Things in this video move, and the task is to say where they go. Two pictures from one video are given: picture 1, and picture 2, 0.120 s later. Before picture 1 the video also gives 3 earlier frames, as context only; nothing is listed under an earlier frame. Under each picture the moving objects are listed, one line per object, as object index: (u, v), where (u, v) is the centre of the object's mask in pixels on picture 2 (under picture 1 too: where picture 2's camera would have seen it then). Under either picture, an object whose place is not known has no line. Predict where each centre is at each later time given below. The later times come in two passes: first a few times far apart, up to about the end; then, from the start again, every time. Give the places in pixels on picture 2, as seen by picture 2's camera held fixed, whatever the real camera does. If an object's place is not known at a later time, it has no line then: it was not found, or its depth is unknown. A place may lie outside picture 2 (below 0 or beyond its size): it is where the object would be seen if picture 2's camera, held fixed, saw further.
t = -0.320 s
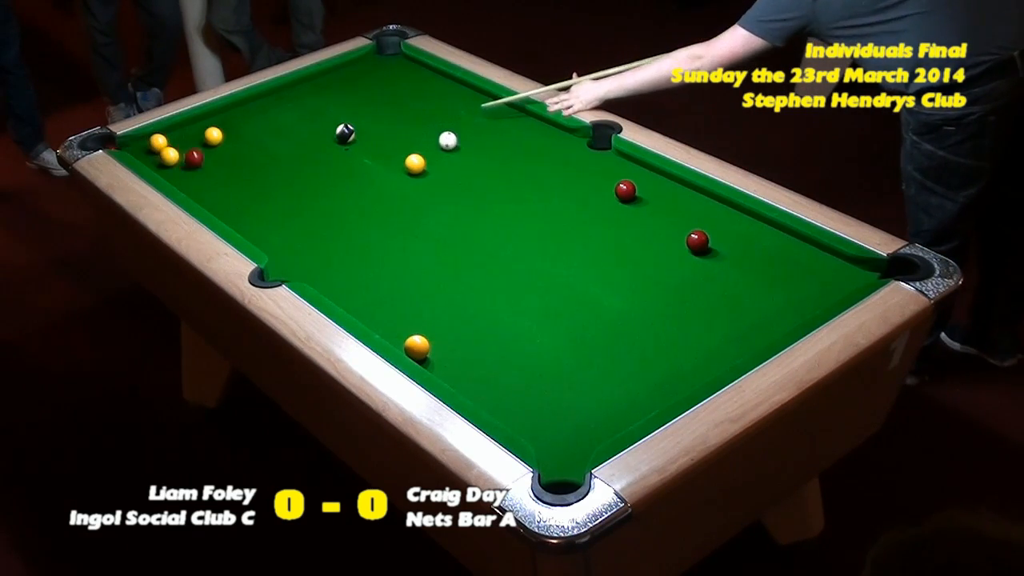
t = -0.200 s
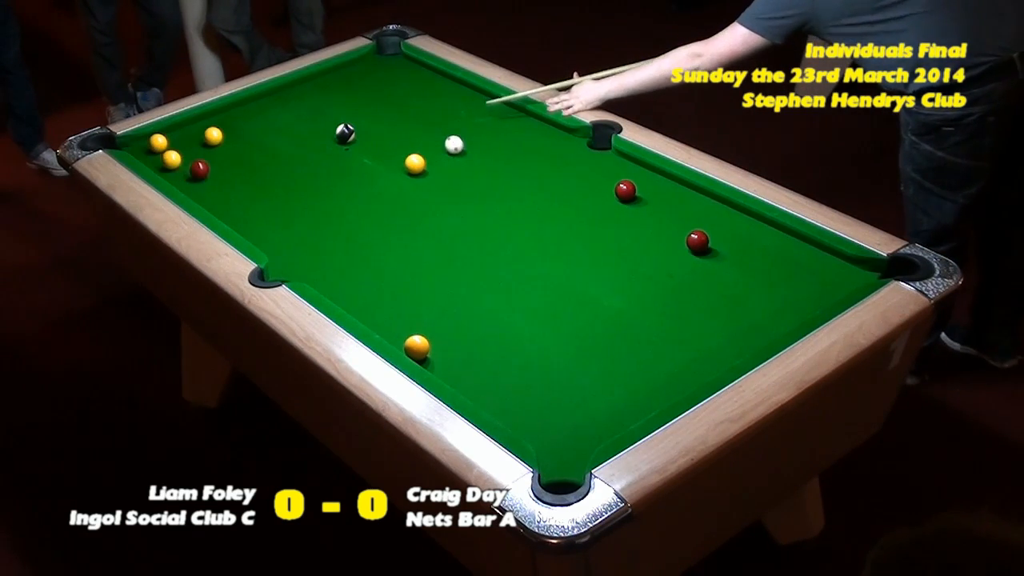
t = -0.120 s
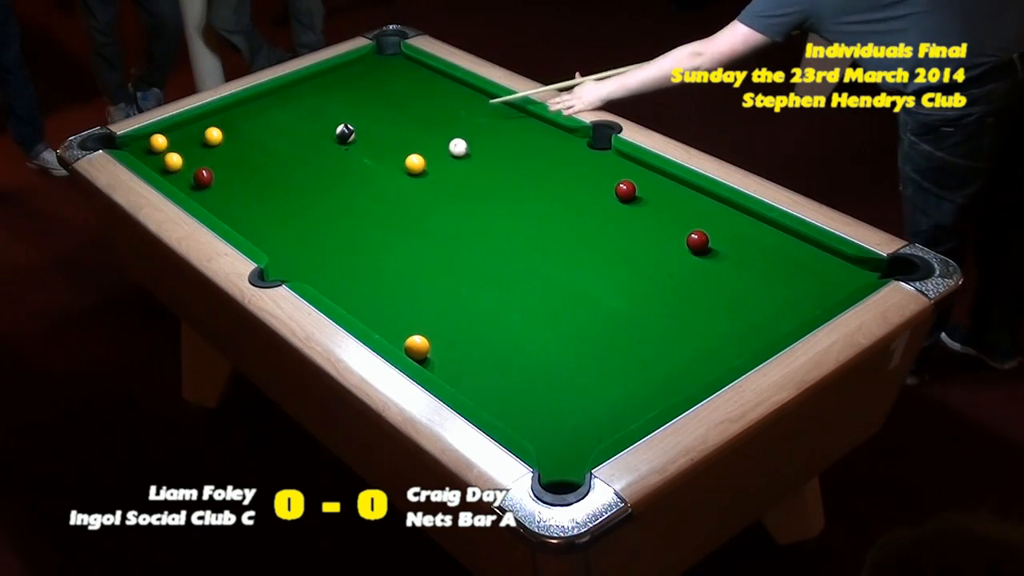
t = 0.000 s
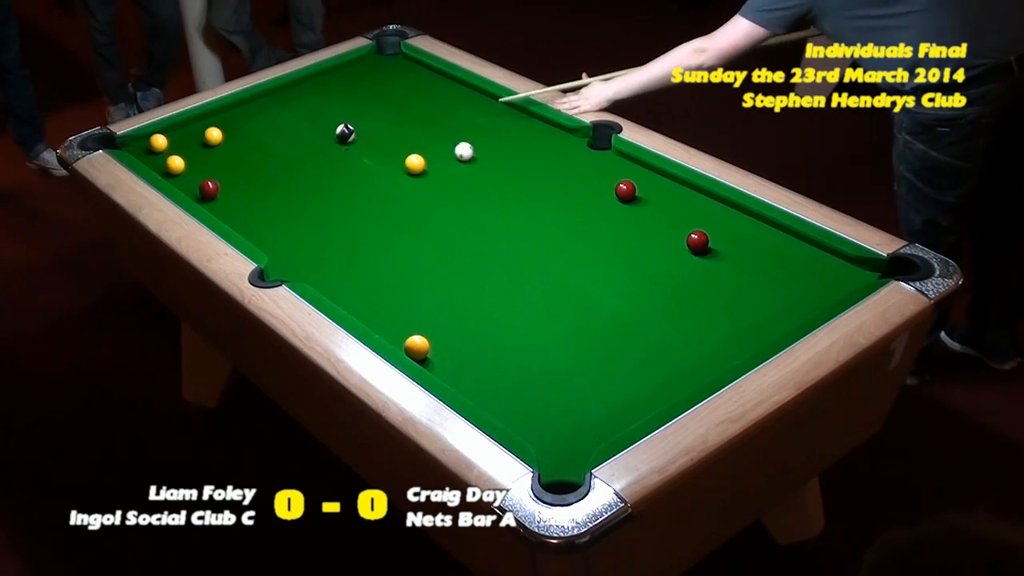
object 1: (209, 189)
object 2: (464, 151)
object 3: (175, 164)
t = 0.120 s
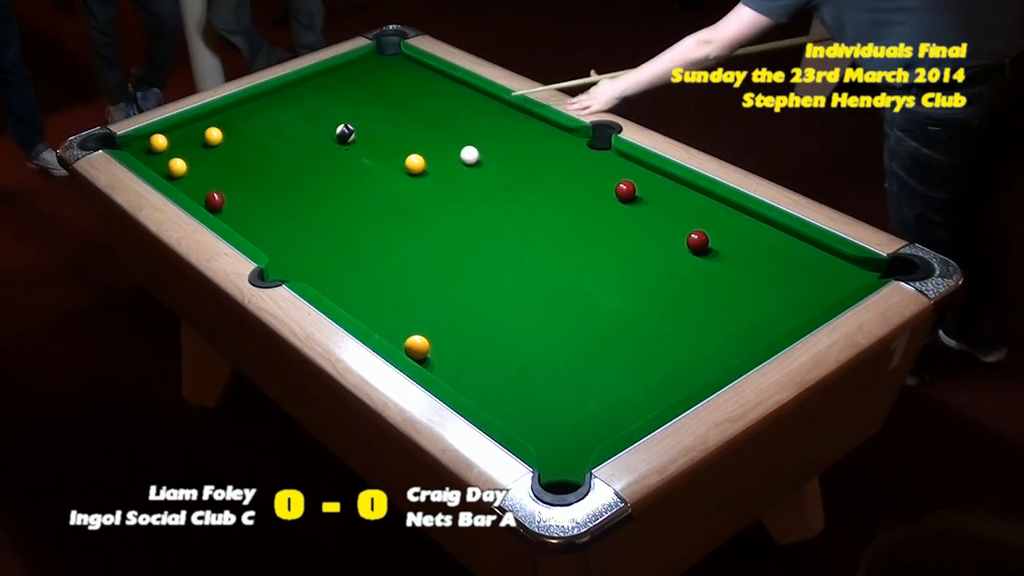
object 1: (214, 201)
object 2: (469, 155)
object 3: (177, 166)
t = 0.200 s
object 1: (219, 207)
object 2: (473, 157)
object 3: (178, 168)
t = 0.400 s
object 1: (242, 222)
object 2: (482, 163)
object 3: (181, 172)
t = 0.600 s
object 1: (271, 235)
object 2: (489, 168)
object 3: (183, 176)
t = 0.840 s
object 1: (305, 249)
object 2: (497, 174)
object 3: (184, 179)
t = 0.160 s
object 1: (217, 204)
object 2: (471, 156)
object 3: (178, 167)
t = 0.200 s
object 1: (219, 207)
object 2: (473, 157)
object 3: (178, 168)
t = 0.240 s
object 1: (221, 211)
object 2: (475, 158)
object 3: (179, 169)
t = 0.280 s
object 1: (226, 214)
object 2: (476, 159)
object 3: (179, 170)
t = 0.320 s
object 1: (231, 217)
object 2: (478, 161)
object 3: (180, 171)
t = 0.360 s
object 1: (236, 220)
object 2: (480, 162)
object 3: (180, 171)
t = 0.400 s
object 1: (242, 222)
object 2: (482, 163)
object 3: (181, 172)
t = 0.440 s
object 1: (248, 225)
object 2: (483, 164)
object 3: (181, 173)
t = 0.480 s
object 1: (253, 227)
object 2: (485, 165)
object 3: (182, 174)
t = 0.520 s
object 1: (259, 230)
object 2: (486, 166)
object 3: (182, 174)
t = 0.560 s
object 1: (265, 232)
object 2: (487, 167)
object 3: (182, 175)
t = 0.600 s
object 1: (271, 235)
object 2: (489, 168)
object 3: (183, 176)
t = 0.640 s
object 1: (276, 237)
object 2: (490, 169)
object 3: (183, 176)
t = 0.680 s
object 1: (282, 239)
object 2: (491, 170)
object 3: (183, 177)
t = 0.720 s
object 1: (288, 242)
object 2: (493, 171)
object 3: (183, 177)
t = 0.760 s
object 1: (293, 244)
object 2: (494, 172)
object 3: (184, 178)
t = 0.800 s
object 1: (299, 246)
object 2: (495, 173)
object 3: (184, 178)
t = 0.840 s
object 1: (305, 249)
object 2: (497, 174)
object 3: (184, 179)
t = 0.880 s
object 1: (310, 252)
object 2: (498, 175)
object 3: (184, 179)
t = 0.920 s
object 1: (316, 253)
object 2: (499, 176)
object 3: (185, 180)
